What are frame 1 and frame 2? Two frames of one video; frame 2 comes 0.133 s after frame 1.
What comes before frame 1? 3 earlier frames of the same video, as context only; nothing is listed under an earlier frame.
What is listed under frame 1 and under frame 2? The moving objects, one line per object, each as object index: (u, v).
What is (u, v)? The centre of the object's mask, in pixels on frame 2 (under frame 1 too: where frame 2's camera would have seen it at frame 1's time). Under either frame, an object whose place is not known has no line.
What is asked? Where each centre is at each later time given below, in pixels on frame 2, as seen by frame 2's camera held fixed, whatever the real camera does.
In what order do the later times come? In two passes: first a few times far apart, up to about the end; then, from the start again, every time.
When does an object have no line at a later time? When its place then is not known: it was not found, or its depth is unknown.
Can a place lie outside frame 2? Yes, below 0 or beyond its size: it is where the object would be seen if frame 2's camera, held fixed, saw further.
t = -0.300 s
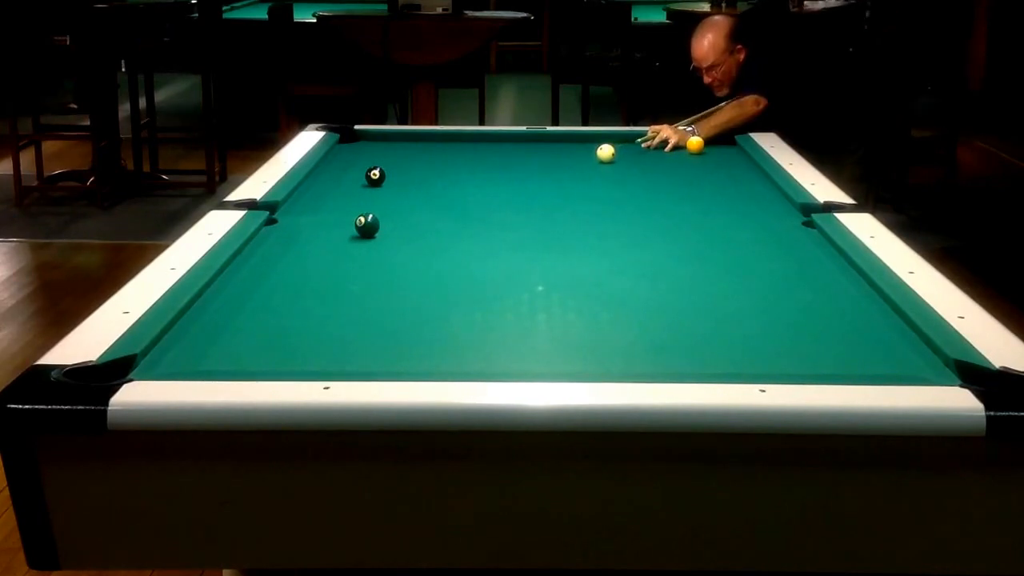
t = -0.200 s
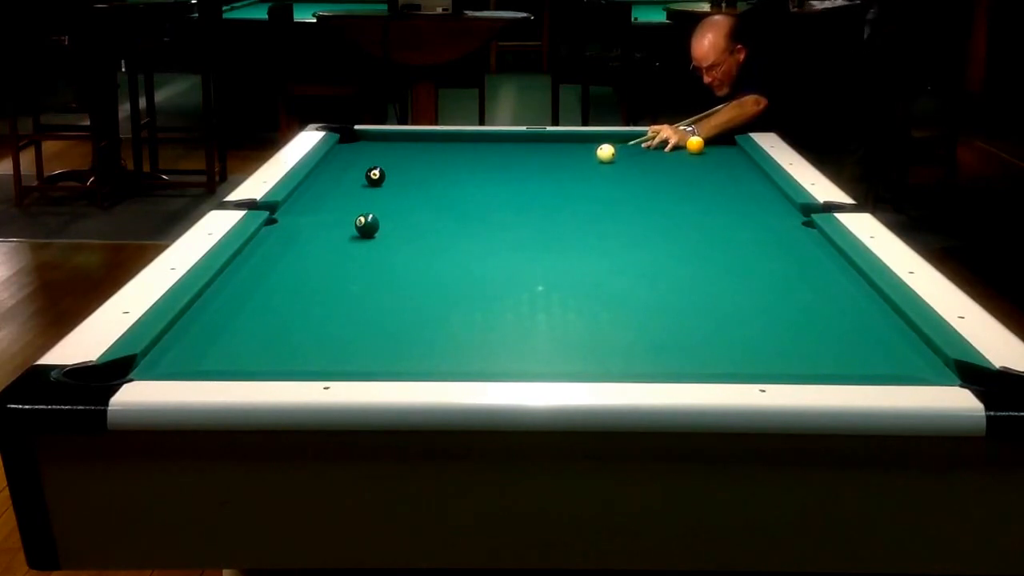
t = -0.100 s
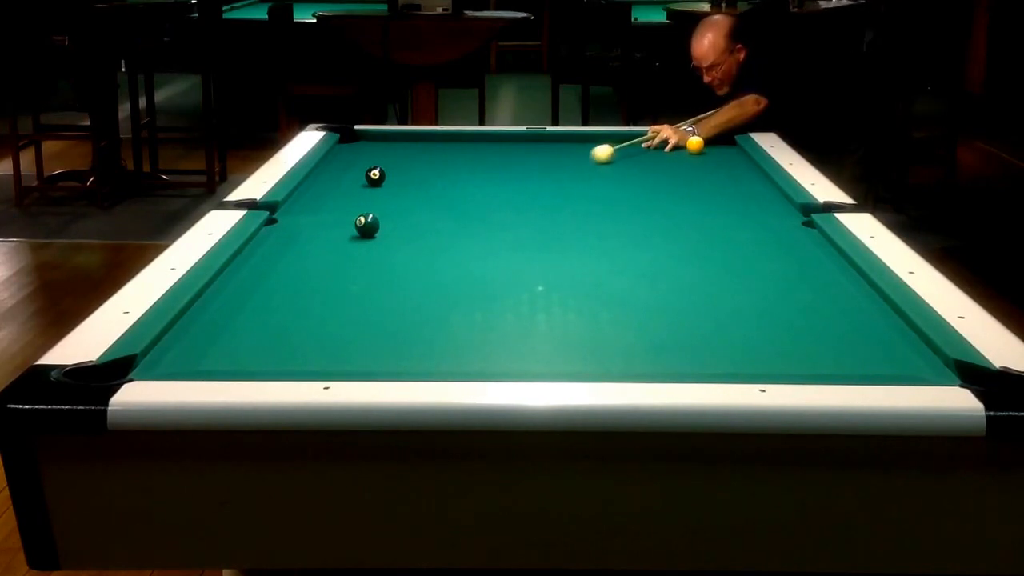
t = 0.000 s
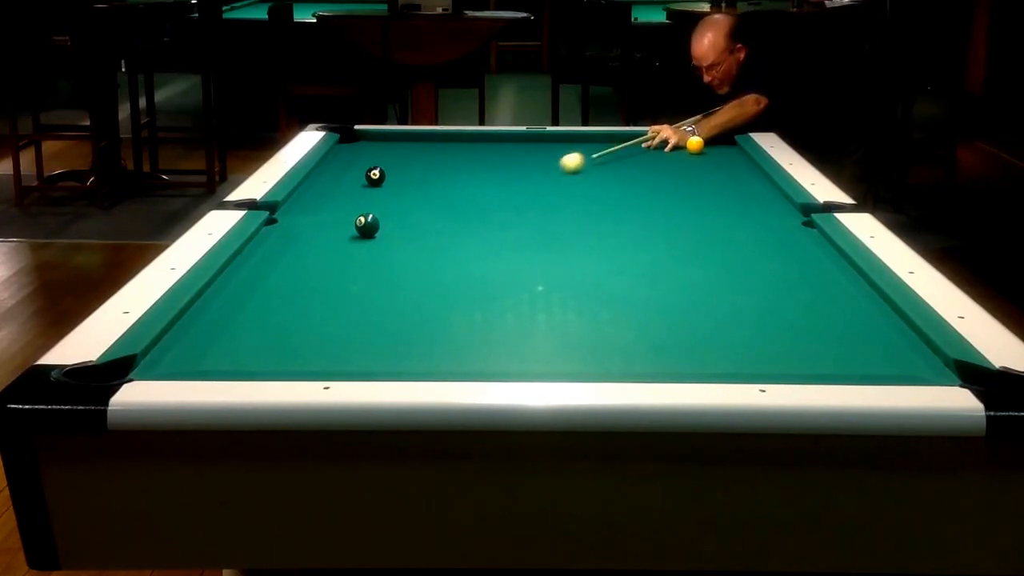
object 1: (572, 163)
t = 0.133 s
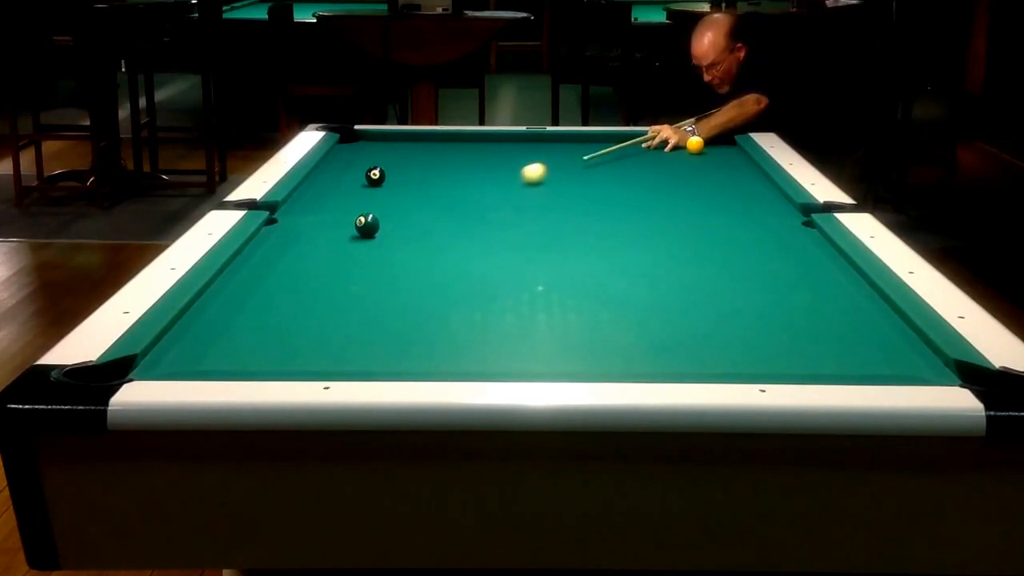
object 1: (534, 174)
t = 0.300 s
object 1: (481, 189)
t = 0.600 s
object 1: (376, 215)
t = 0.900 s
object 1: (289, 224)
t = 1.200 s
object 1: (308, 228)
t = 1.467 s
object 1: (345, 230)
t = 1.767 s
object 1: (384, 232)
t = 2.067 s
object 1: (419, 234)
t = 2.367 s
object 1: (452, 236)
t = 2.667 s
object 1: (482, 238)
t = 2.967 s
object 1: (508, 239)
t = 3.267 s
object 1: (531, 240)
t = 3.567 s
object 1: (551, 241)
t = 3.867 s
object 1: (568, 241)
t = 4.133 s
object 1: (580, 242)
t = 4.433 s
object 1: (590, 242)
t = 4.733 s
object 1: (595, 242)
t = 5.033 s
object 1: (598, 242)
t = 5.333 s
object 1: (599, 242)
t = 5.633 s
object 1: (599, 242)
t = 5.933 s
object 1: (600, 242)
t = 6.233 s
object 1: (601, 242)
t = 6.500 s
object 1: (601, 242)
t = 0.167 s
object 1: (523, 176)
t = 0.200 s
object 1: (513, 179)
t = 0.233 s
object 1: (503, 182)
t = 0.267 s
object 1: (492, 185)
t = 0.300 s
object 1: (481, 189)
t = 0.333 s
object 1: (470, 192)
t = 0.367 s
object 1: (459, 195)
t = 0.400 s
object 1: (447, 198)
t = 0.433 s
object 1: (435, 201)
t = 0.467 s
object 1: (423, 205)
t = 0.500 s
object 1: (410, 209)
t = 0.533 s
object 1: (398, 212)
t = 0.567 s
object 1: (387, 215)
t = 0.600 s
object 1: (376, 215)
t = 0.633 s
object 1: (365, 214)
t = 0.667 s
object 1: (354, 216)
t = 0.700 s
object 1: (346, 218)
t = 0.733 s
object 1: (337, 220)
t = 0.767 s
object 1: (327, 220)
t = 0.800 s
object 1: (317, 221)
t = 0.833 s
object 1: (308, 223)
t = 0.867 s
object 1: (299, 223)
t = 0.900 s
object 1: (289, 224)
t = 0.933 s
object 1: (280, 224)
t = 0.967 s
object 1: (275, 225)
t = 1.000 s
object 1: (280, 226)
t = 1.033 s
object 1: (285, 226)
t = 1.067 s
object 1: (290, 226)
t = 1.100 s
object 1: (294, 226)
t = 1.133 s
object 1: (299, 227)
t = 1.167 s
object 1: (304, 227)
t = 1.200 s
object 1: (308, 228)
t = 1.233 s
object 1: (313, 227)
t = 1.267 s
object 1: (317, 228)
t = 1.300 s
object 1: (322, 228)
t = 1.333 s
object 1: (327, 229)
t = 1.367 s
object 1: (331, 229)
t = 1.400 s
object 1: (336, 229)
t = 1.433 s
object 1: (341, 229)
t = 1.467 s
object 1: (345, 230)
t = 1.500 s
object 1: (349, 230)
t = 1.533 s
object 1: (353, 230)
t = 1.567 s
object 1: (358, 230)
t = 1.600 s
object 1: (363, 231)
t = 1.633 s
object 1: (367, 231)
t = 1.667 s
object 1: (371, 231)
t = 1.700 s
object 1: (375, 231)
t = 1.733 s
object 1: (380, 232)
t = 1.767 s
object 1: (384, 232)
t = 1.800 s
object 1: (388, 232)
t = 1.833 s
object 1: (392, 232)
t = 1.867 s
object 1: (396, 233)
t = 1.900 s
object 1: (400, 233)
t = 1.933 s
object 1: (404, 233)
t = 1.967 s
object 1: (408, 233)
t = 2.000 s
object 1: (412, 234)
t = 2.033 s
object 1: (415, 234)
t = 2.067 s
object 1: (419, 234)
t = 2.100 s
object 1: (423, 234)
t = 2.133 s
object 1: (427, 235)
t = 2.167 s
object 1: (430, 235)
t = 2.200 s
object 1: (434, 235)
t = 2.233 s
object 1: (438, 235)
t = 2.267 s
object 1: (441, 235)
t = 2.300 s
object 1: (445, 235)
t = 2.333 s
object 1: (448, 235)
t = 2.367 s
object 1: (452, 236)
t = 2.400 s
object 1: (455, 236)
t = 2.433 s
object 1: (459, 236)
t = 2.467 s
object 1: (462, 236)
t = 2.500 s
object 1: (465, 236)
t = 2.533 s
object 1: (468, 237)
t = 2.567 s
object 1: (472, 237)
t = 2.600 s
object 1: (475, 237)
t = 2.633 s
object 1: (478, 237)
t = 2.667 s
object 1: (482, 238)
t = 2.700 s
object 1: (484, 238)
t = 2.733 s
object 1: (488, 238)
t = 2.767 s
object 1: (491, 238)
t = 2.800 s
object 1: (494, 238)
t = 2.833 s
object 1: (497, 238)
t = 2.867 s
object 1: (500, 239)
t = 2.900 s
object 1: (502, 239)
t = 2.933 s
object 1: (505, 239)
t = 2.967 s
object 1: (508, 239)
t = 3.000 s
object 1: (511, 239)
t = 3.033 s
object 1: (514, 239)
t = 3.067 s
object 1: (516, 239)
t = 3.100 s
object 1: (518, 239)
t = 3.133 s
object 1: (521, 239)
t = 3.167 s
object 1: (524, 239)
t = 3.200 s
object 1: (526, 239)
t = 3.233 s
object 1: (529, 239)
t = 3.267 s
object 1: (531, 240)
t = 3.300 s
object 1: (534, 240)
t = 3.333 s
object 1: (536, 240)
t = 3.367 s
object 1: (538, 240)
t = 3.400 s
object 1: (540, 240)
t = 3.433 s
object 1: (543, 240)
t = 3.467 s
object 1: (545, 240)
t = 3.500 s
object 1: (547, 240)
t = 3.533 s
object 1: (549, 241)
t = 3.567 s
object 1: (551, 241)
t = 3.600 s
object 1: (553, 241)
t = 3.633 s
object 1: (555, 241)
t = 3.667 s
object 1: (557, 241)
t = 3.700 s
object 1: (559, 241)
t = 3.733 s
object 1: (561, 241)
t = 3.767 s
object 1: (563, 241)
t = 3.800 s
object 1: (564, 241)
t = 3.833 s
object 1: (566, 241)
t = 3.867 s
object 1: (568, 241)
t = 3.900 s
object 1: (569, 241)
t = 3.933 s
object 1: (571, 241)
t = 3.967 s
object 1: (573, 242)
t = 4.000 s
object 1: (574, 242)
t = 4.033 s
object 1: (576, 242)
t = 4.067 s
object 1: (577, 242)
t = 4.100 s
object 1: (579, 242)
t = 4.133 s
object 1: (580, 242)
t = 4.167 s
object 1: (581, 242)
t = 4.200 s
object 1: (582, 242)
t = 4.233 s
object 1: (583, 242)
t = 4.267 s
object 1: (585, 242)
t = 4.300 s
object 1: (586, 242)
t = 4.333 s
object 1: (587, 242)
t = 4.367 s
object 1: (588, 242)
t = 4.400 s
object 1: (589, 242)
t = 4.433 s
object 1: (590, 242)
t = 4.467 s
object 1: (591, 242)
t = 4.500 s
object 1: (592, 242)
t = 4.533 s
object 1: (593, 242)
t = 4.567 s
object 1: (593, 242)
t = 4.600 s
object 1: (594, 242)
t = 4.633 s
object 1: (594, 242)
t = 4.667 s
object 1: (595, 242)
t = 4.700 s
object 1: (595, 242)
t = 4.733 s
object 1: (595, 242)
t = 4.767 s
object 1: (596, 242)
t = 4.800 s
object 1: (596, 242)
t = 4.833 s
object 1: (597, 242)
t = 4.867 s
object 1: (597, 242)
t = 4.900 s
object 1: (597, 242)
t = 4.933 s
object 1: (597, 242)
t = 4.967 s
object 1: (598, 242)
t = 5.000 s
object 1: (598, 242)
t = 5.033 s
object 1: (598, 242)
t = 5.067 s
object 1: (598, 242)
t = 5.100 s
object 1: (598, 242)
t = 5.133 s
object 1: (599, 242)
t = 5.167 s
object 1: (599, 242)
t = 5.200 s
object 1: (599, 242)
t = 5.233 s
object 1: (599, 242)
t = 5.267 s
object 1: (599, 242)
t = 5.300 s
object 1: (599, 242)
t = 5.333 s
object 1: (599, 242)
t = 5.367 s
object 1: (599, 242)
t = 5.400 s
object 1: (599, 242)
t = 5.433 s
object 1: (599, 242)
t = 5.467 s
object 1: (599, 242)
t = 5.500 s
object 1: (599, 242)
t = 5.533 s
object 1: (599, 242)
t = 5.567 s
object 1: (599, 242)
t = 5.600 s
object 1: (599, 242)
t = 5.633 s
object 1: (599, 242)
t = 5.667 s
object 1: (600, 242)
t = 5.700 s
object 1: (600, 242)
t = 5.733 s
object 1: (600, 242)
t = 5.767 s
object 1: (600, 242)
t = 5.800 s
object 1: (600, 242)
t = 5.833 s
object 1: (600, 242)
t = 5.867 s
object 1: (600, 242)
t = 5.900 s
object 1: (600, 242)
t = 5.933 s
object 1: (600, 242)
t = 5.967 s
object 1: (600, 242)
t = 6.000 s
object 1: (600, 242)
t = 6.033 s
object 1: (600, 242)
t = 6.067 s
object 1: (601, 242)
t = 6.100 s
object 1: (601, 242)
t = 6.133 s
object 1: (601, 242)
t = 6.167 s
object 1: (601, 242)
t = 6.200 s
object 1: (601, 242)
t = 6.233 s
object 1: (601, 242)
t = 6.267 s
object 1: (601, 242)
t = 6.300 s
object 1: (601, 242)
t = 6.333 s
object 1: (601, 242)
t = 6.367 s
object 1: (601, 242)
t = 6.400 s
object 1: (601, 242)
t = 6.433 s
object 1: (601, 242)
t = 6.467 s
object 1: (601, 242)
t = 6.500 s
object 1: (601, 242)
